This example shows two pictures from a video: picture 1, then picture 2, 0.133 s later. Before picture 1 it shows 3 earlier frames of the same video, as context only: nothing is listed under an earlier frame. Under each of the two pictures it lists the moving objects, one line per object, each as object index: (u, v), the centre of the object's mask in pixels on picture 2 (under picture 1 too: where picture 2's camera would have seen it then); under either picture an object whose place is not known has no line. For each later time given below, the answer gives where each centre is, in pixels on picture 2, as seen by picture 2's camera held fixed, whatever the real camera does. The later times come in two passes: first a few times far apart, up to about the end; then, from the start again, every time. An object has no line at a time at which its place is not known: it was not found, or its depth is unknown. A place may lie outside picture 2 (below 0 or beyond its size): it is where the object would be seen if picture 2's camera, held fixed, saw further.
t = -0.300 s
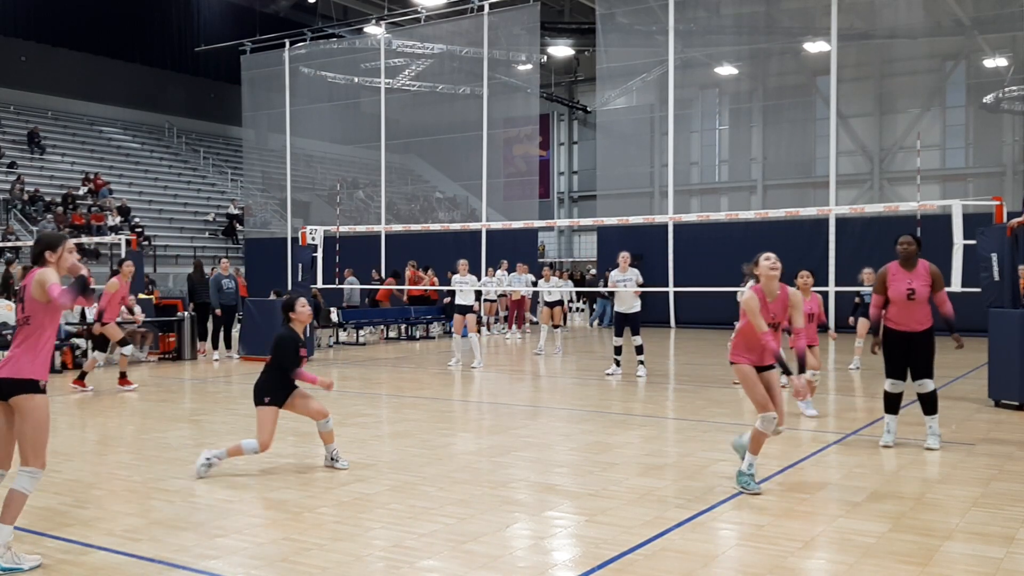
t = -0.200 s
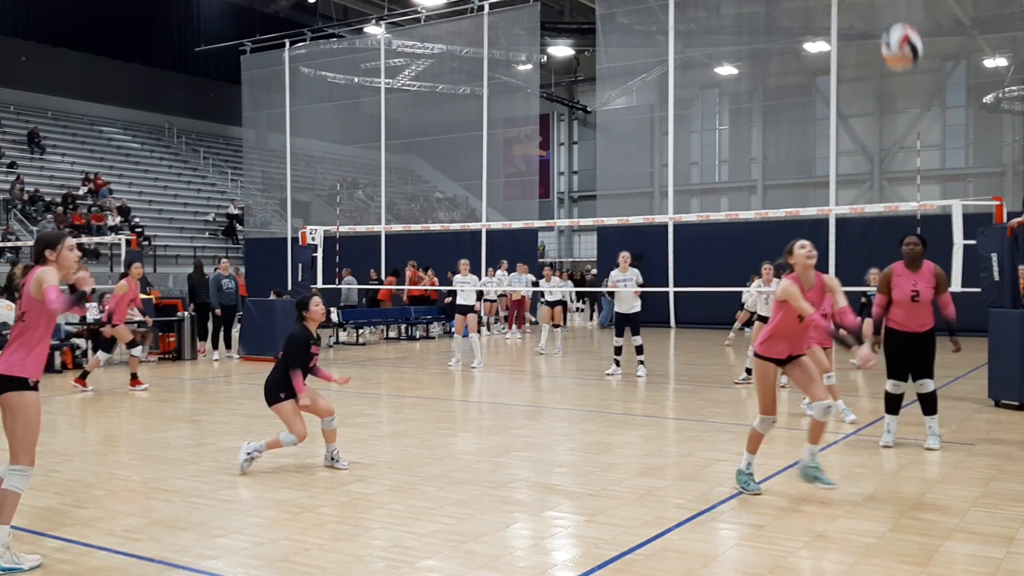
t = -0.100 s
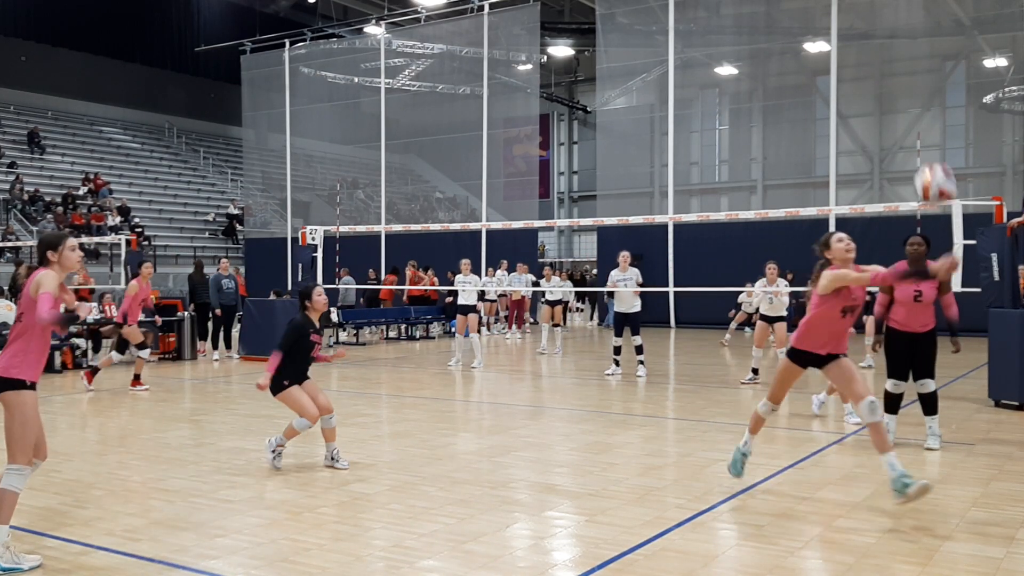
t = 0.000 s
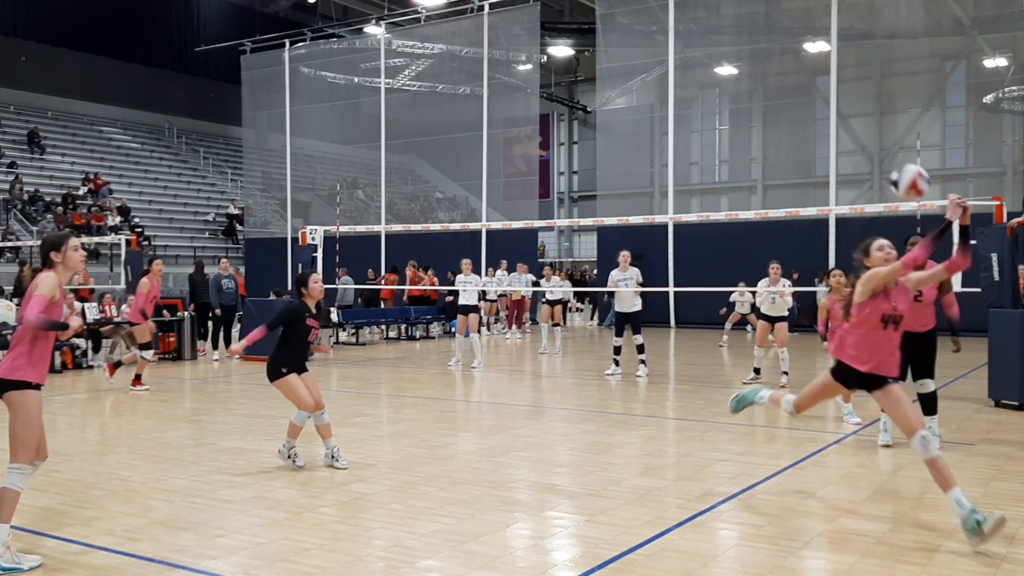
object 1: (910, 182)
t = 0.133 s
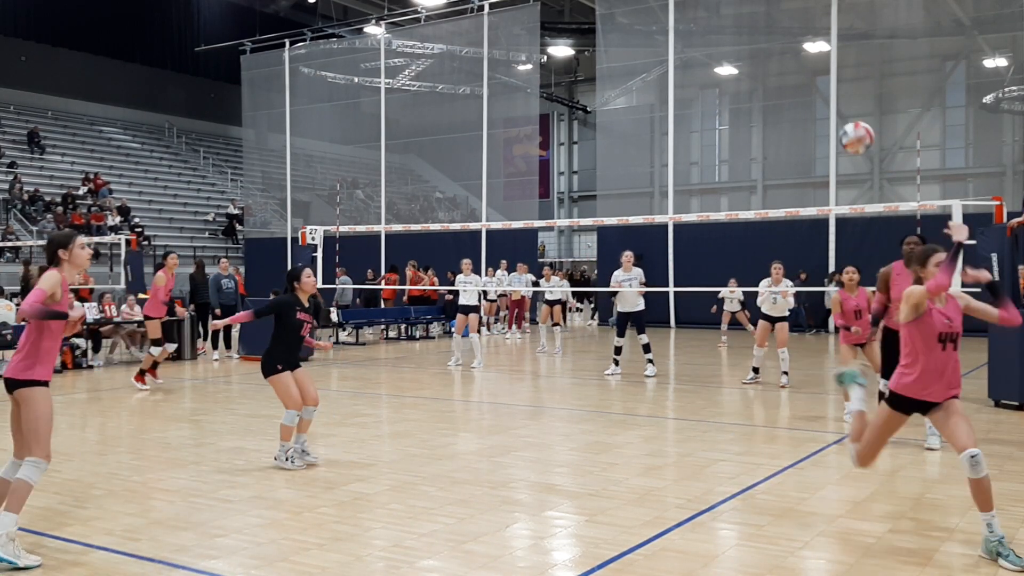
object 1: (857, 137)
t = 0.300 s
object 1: (805, 130)
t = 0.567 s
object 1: (746, 185)
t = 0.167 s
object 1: (844, 133)
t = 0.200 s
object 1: (834, 129)
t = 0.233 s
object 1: (823, 127)
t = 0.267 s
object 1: (814, 128)
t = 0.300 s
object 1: (805, 130)
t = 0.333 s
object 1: (796, 132)
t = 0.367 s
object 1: (788, 136)
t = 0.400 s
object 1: (780, 142)
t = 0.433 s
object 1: (773, 149)
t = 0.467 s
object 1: (765, 156)
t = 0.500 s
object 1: (758, 165)
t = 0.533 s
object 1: (752, 174)
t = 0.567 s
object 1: (746, 185)
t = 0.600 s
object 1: (740, 196)
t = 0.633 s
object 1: (735, 208)
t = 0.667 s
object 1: (729, 222)
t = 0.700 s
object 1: (723, 235)
